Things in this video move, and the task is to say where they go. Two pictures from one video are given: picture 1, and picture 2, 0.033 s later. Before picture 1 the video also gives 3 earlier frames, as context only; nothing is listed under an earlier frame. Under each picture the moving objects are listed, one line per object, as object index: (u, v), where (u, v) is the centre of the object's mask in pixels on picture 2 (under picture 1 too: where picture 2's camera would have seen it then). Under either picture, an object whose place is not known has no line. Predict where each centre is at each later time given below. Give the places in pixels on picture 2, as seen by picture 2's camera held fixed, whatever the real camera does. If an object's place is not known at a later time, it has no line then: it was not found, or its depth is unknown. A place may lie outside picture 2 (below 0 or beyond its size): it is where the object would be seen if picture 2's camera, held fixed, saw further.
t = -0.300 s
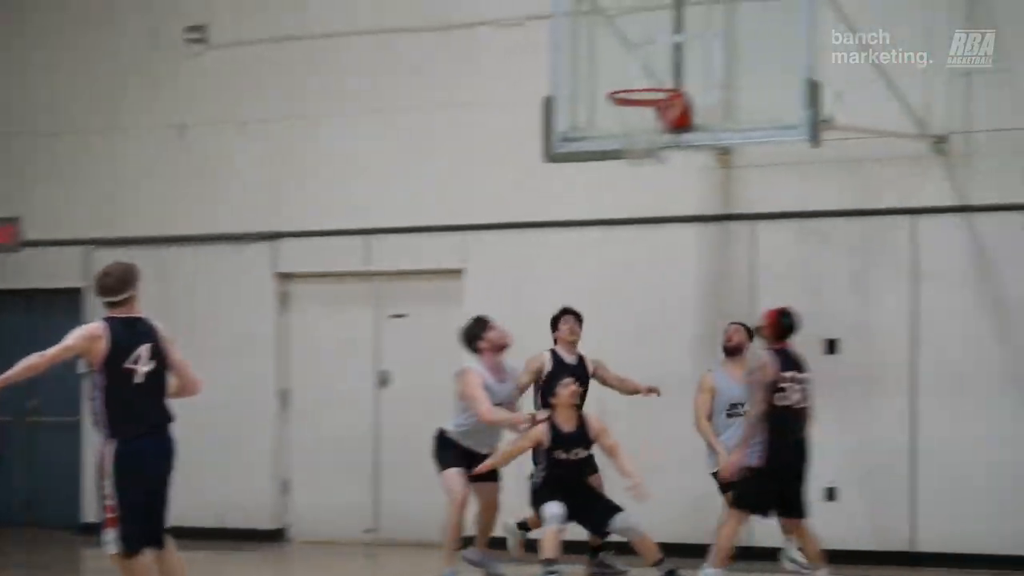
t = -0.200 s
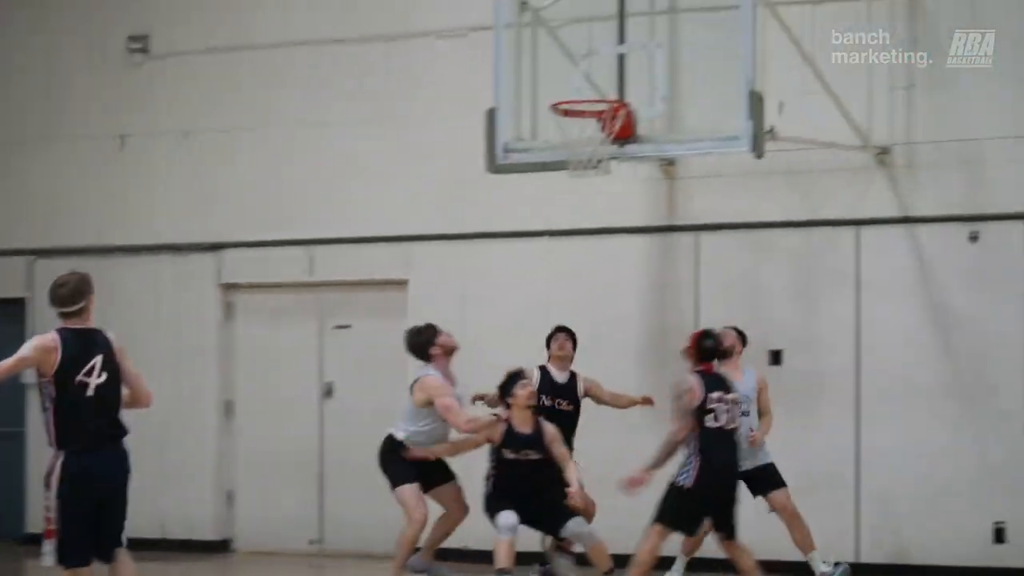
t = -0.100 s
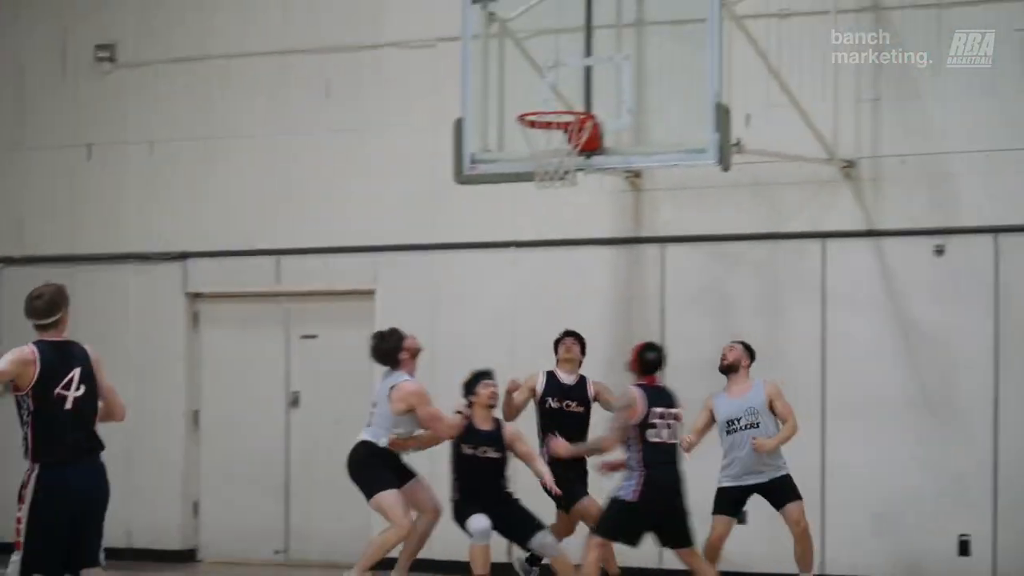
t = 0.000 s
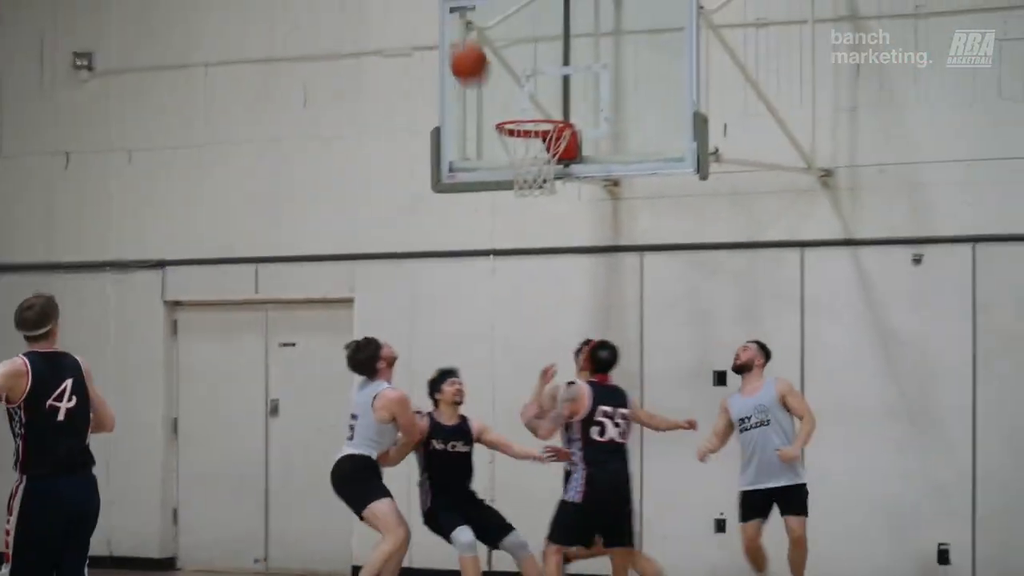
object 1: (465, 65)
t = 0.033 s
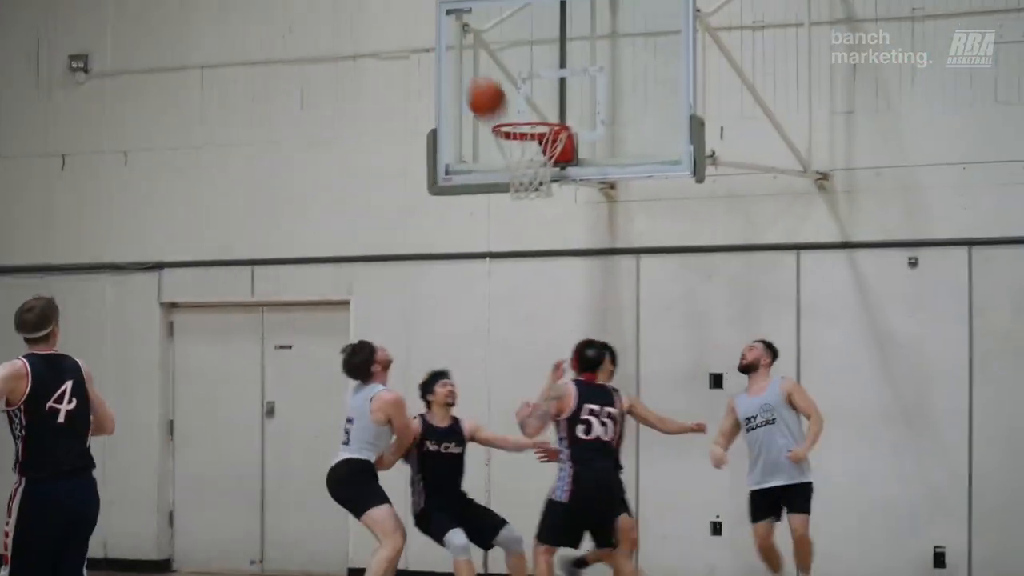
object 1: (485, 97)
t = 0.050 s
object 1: (494, 112)
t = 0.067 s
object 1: (488, 107)
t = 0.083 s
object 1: (480, 100)
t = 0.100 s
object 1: (473, 93)
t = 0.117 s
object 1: (465, 86)
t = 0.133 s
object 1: (458, 80)
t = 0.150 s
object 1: (450, 75)
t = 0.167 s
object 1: (442, 70)
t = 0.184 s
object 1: (435, 64)
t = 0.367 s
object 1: (345, 40)
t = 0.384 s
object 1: (336, 40)
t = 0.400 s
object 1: (327, 42)
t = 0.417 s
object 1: (319, 43)
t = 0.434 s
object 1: (310, 45)
